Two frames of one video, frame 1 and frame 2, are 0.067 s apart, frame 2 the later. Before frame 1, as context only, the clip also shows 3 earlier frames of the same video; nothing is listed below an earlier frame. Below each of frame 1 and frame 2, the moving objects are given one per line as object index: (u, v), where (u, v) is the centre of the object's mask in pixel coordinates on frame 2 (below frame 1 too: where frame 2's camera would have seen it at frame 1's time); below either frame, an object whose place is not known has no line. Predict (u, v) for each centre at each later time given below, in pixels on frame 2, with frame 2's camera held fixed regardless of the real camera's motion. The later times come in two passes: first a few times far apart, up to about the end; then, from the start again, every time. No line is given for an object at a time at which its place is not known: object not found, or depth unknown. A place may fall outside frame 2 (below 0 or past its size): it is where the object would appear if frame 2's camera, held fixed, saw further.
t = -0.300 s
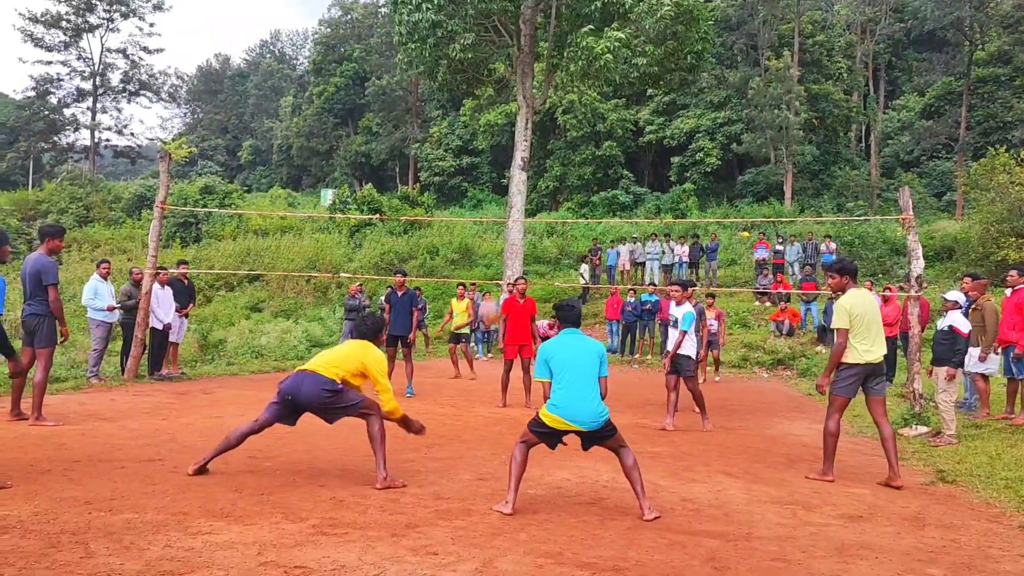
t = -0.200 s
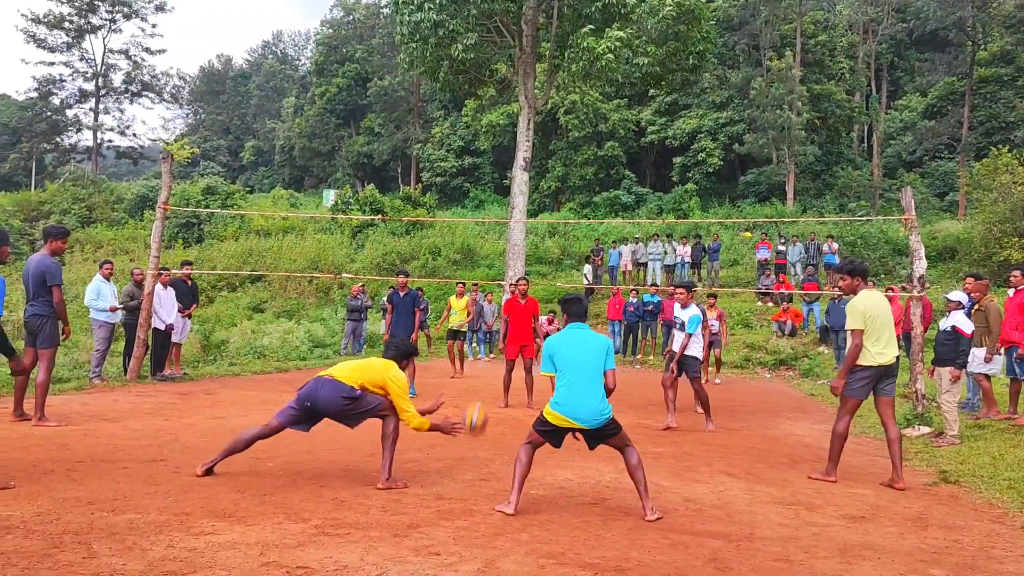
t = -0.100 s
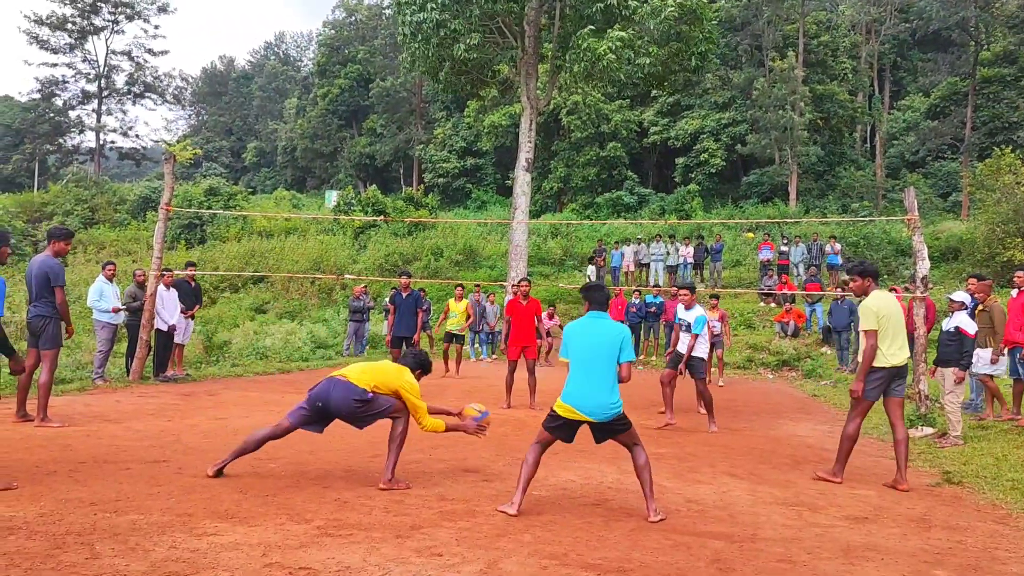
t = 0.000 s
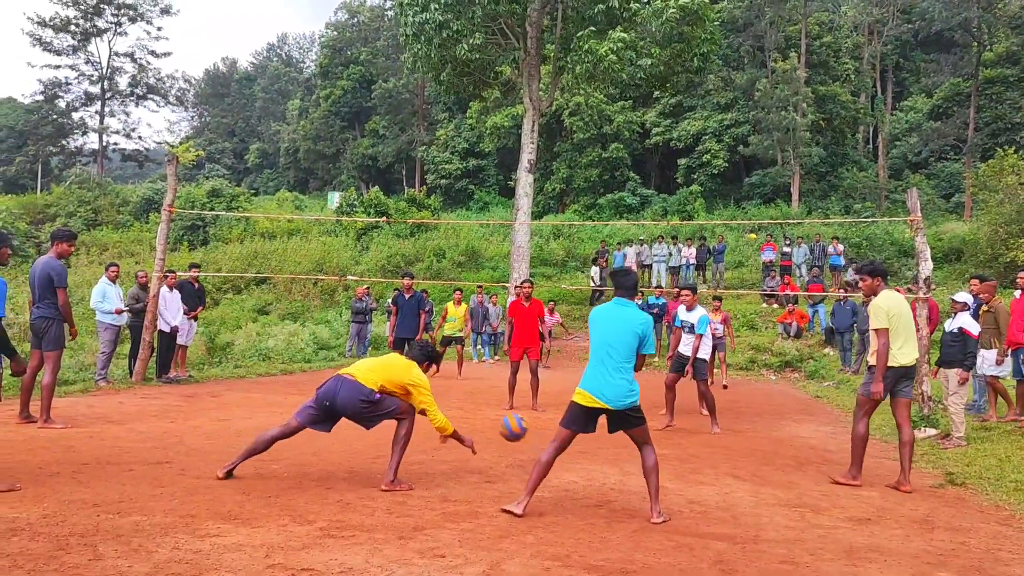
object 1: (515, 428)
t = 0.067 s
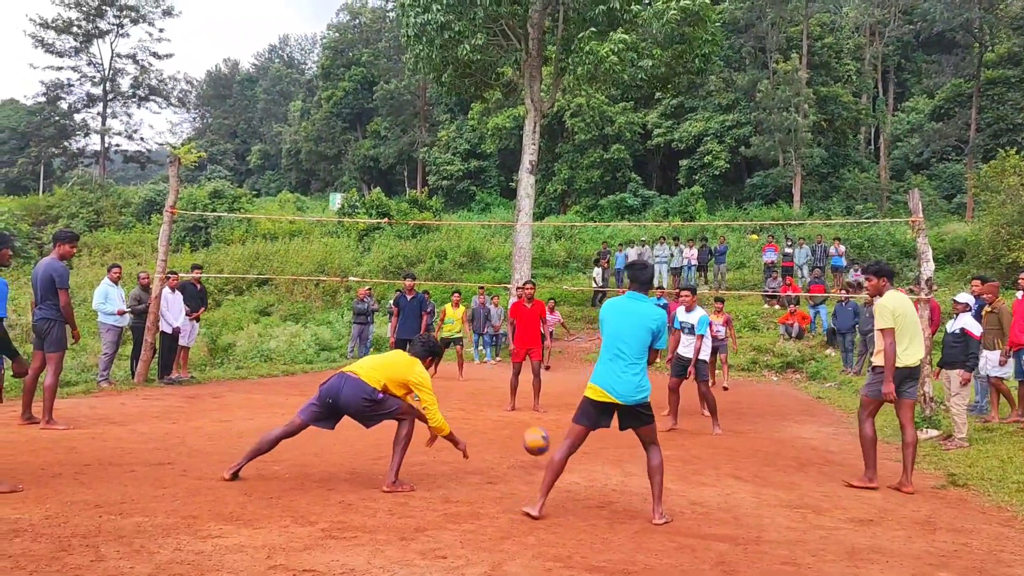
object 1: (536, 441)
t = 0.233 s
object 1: (567, 434)
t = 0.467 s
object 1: (593, 439)
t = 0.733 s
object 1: (602, 431)
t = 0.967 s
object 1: (605, 432)
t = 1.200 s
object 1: (605, 431)
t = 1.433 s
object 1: (601, 432)
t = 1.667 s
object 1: (595, 430)
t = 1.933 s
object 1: (586, 426)
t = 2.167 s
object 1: (577, 425)
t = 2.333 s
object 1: (570, 425)
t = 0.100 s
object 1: (546, 449)
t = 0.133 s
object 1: (554, 451)
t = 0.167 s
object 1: (559, 443)
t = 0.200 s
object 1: (562, 438)
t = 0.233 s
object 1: (567, 434)
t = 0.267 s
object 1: (572, 430)
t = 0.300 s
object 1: (576, 428)
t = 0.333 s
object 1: (580, 428)
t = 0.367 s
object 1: (583, 428)
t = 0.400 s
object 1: (585, 430)
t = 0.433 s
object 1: (589, 434)
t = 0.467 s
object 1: (593, 439)
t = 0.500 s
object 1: (596, 445)
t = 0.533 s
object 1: (599, 445)
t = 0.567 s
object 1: (600, 439)
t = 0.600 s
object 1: (600, 435)
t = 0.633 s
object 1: (601, 432)
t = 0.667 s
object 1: (601, 431)
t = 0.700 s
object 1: (602, 430)
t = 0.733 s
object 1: (602, 431)
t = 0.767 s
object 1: (603, 433)
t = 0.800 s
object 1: (603, 436)
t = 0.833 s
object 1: (604, 440)
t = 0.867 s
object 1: (604, 442)
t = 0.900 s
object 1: (605, 437)
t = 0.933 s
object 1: (605, 434)
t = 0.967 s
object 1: (605, 432)
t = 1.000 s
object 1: (605, 432)
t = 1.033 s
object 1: (604, 432)
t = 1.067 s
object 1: (604, 434)
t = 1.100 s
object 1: (605, 436)
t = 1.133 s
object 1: (604, 439)
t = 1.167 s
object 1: (604, 435)
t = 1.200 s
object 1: (605, 431)
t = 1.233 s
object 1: (604, 429)
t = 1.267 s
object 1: (604, 429)
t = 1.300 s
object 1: (604, 429)
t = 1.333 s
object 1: (604, 431)
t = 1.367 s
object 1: (603, 434)
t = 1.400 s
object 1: (602, 435)
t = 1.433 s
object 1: (601, 432)
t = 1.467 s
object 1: (600, 431)
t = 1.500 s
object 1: (600, 430)
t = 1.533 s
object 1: (599, 431)
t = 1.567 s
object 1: (598, 432)
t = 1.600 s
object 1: (597, 432)
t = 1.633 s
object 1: (596, 430)
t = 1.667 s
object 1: (595, 430)
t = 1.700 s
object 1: (593, 431)
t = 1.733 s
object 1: (592, 431)
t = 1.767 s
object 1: (591, 430)
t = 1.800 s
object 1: (589, 430)
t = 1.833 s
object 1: (588, 430)
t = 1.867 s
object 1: (588, 428)
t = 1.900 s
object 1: (586, 427)
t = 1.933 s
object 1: (586, 426)
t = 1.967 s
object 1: (584, 427)
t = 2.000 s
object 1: (584, 428)
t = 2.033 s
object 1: (582, 427)
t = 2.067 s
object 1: (581, 426)
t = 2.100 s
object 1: (580, 426)
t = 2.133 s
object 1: (578, 427)
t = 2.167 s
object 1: (577, 425)
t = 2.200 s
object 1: (576, 424)
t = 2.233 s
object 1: (574, 423)
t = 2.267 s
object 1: (573, 423)
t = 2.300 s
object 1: (572, 425)
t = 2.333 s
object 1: (570, 425)
